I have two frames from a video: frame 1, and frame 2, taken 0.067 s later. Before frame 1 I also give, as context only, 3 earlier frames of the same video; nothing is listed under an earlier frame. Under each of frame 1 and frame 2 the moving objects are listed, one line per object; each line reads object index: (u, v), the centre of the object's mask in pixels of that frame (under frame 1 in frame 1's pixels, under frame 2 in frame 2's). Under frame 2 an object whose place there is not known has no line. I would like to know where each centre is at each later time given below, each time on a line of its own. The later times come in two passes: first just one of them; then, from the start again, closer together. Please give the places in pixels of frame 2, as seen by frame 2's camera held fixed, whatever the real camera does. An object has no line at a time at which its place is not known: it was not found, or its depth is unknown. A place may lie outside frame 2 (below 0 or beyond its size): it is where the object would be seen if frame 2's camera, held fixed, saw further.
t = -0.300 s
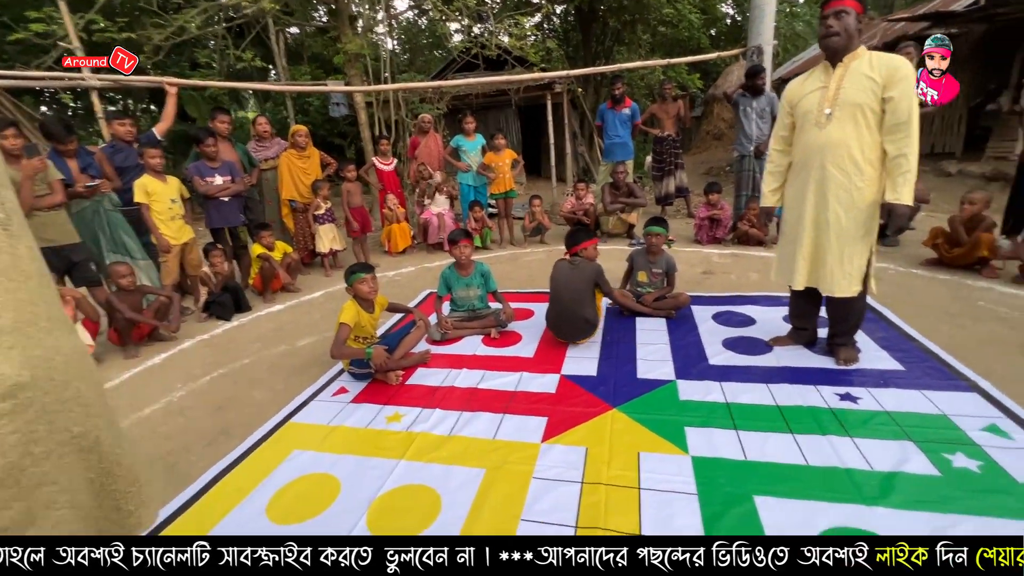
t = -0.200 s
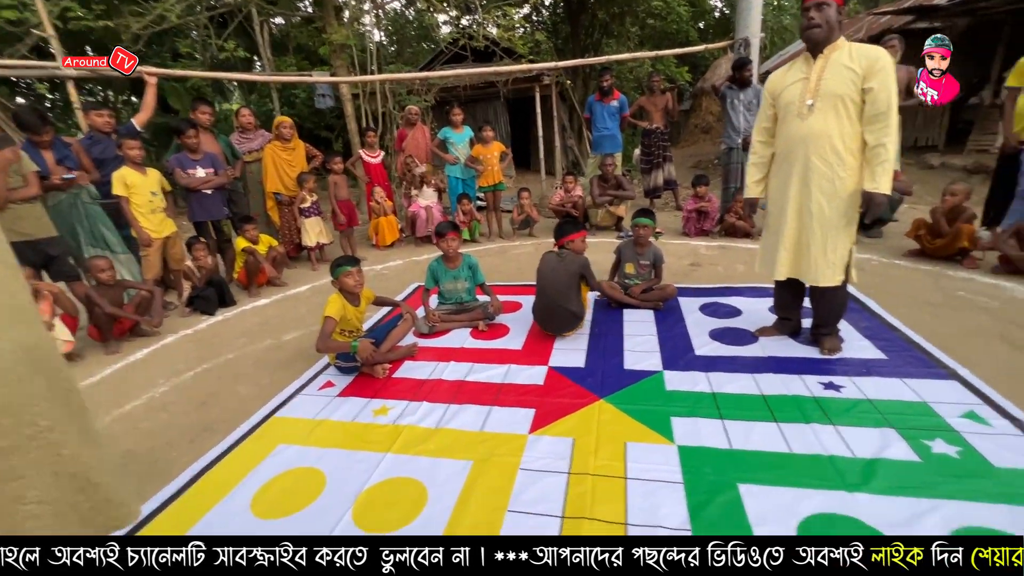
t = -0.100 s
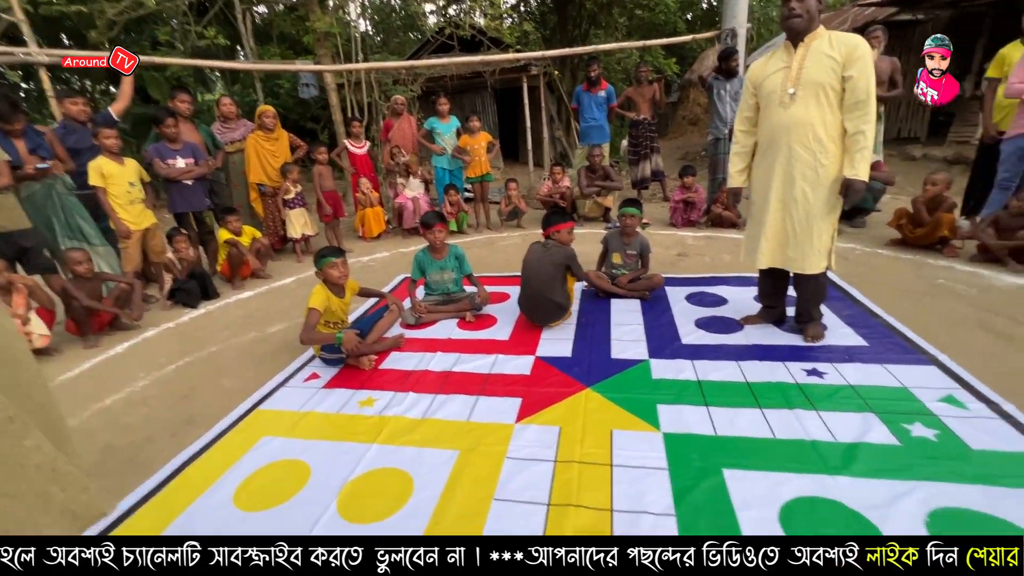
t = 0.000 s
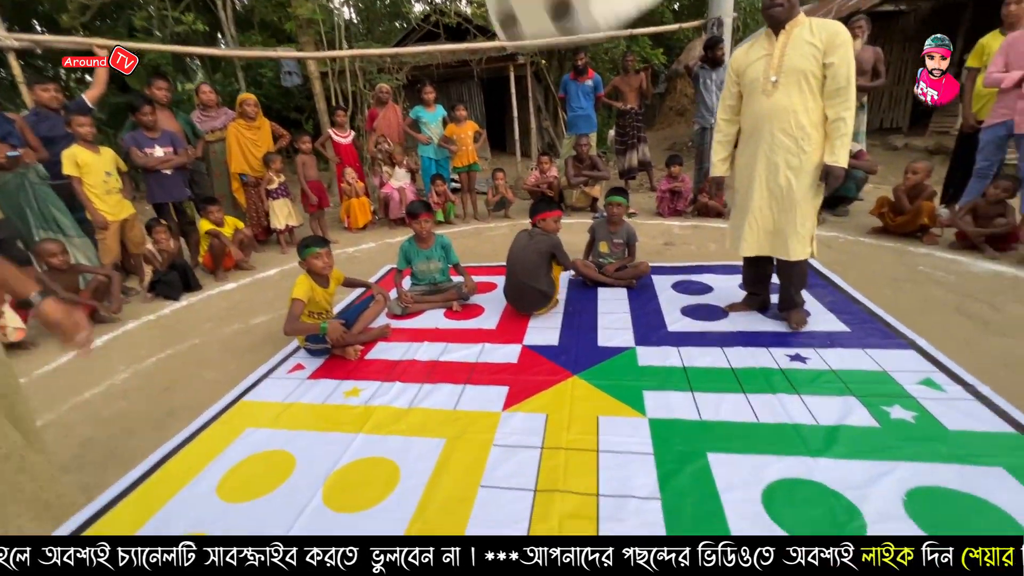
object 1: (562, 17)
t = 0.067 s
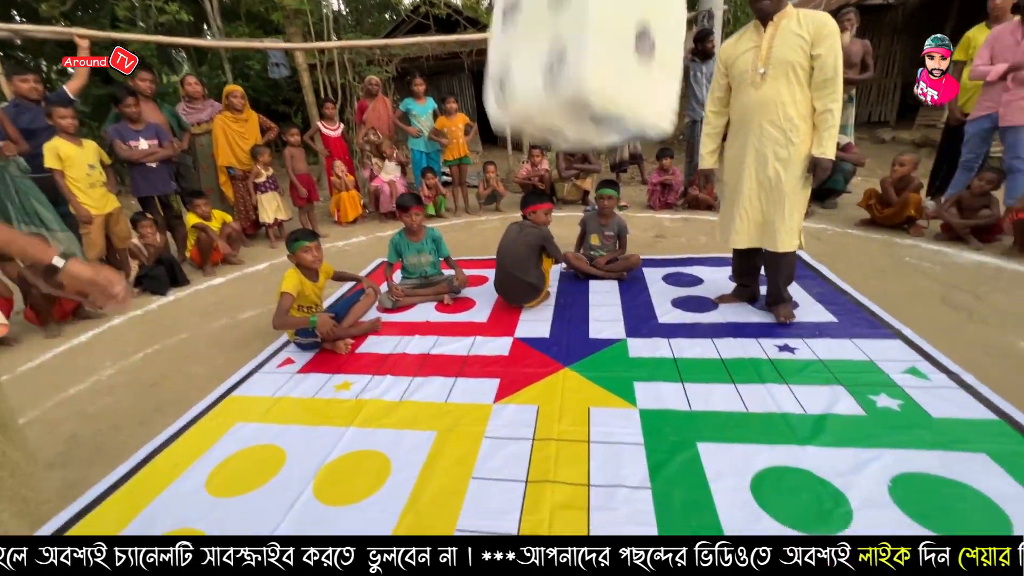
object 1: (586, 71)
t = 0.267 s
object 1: (638, 416)
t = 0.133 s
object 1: (612, 190)
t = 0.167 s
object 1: (620, 246)
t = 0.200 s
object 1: (628, 311)
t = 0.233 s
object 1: (636, 366)
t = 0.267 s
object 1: (638, 416)
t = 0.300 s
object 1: (655, 405)
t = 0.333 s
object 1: (674, 393)
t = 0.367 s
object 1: (695, 387)
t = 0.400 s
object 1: (697, 408)
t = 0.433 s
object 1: (718, 411)
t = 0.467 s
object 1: (742, 414)
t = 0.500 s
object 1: (771, 416)
